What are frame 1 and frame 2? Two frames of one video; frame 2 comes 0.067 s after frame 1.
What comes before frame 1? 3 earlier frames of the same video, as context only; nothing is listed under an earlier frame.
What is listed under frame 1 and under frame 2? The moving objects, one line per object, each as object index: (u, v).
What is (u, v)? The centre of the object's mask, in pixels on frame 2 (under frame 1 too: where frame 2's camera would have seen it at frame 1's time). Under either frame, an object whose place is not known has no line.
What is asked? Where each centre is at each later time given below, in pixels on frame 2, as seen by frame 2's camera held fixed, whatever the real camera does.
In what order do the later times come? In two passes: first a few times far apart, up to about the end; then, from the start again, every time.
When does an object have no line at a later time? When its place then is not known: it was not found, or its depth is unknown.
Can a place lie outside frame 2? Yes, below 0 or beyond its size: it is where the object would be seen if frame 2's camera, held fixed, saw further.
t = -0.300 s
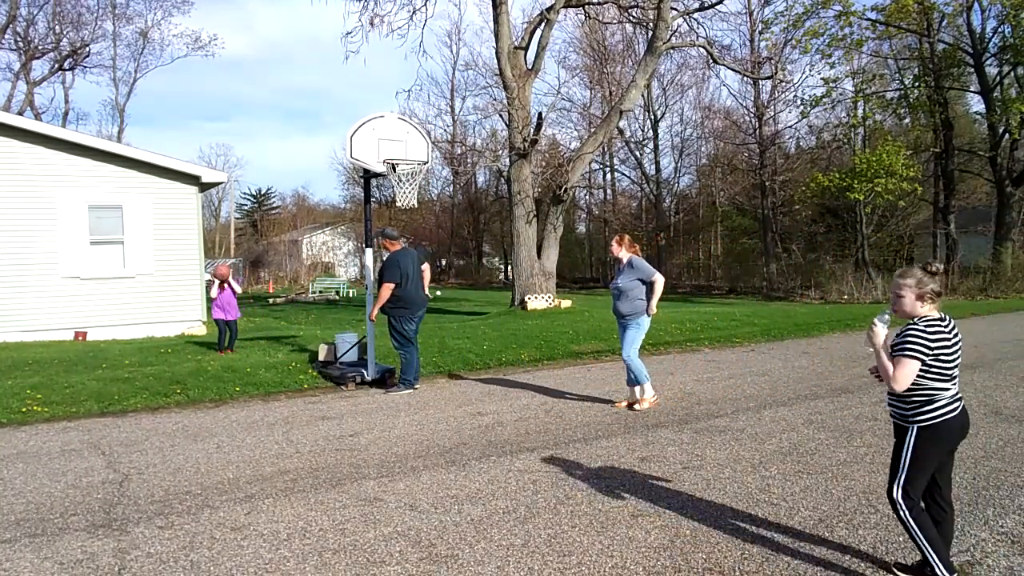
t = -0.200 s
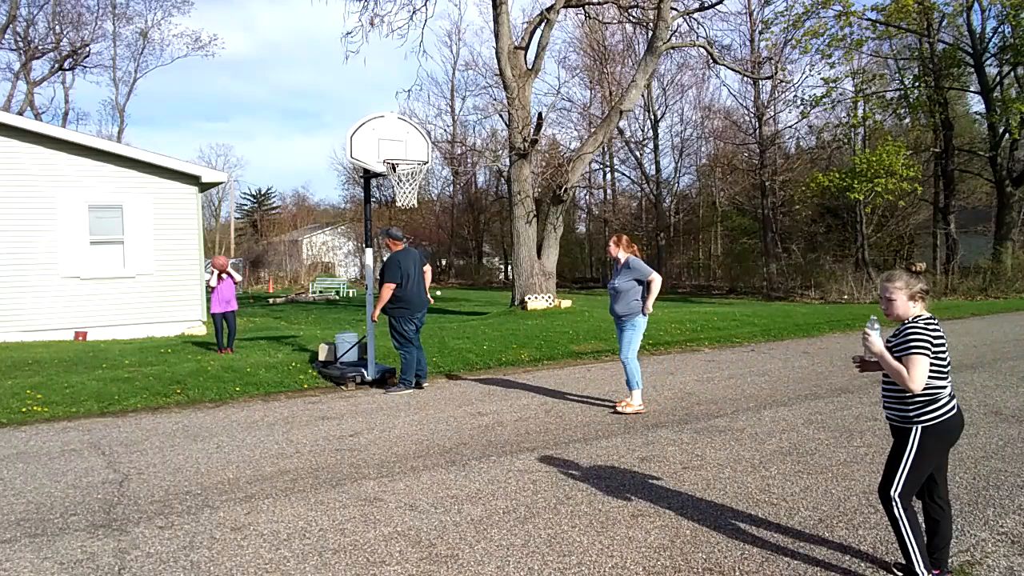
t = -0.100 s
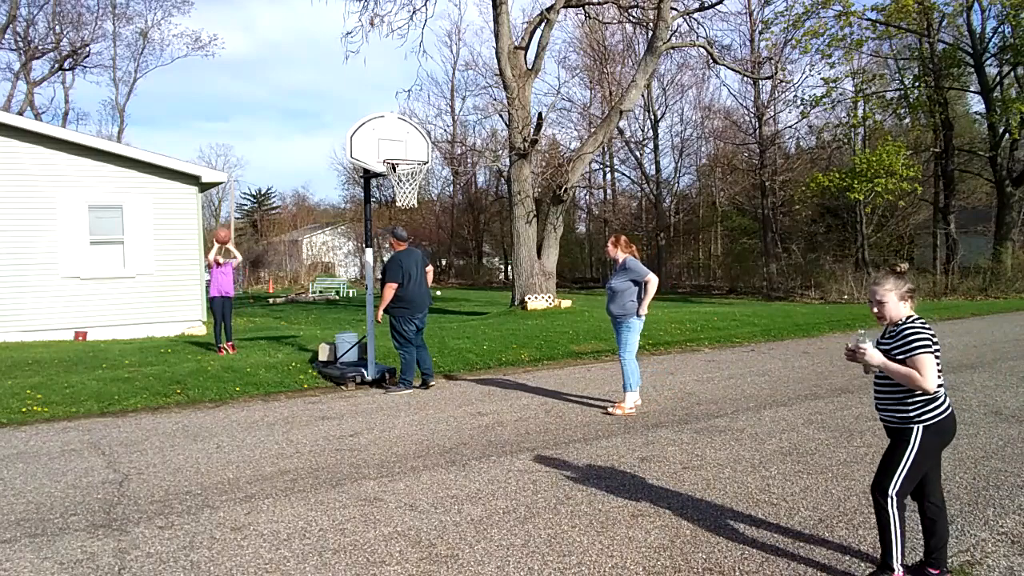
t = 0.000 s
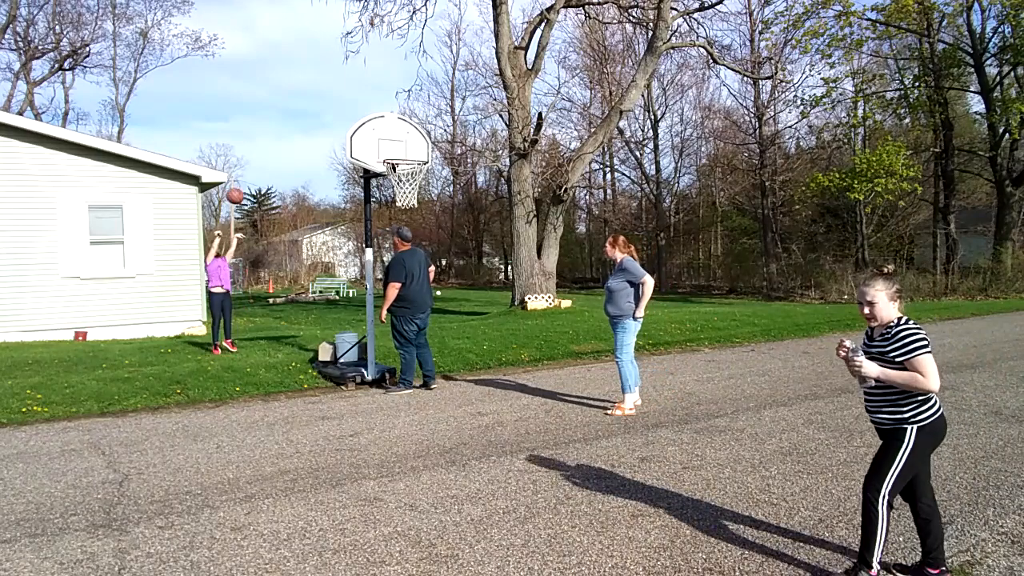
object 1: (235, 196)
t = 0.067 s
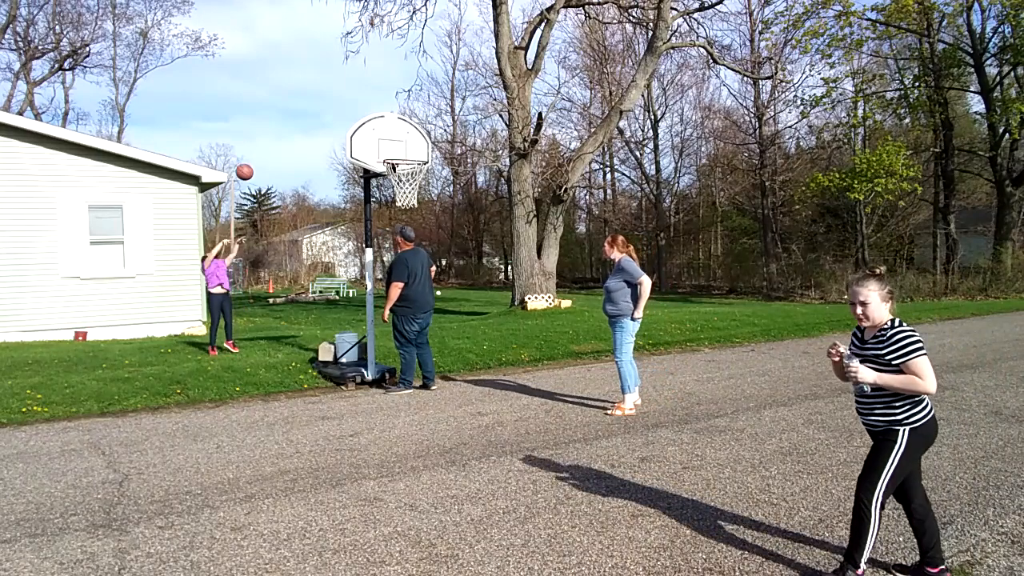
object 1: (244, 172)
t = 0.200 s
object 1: (264, 132)
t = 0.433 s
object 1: (301, 89)
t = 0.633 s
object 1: (337, 83)
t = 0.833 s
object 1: (375, 106)
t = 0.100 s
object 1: (249, 161)
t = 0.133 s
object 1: (254, 150)
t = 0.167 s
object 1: (259, 141)
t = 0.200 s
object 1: (264, 132)
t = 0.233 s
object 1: (269, 124)
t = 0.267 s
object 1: (274, 116)
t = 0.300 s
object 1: (279, 109)
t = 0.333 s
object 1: (285, 103)
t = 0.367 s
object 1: (290, 98)
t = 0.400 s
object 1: (296, 93)
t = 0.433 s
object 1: (301, 89)
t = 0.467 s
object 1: (307, 86)
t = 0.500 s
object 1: (313, 84)
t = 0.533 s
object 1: (319, 82)
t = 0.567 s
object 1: (325, 82)
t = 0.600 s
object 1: (331, 82)
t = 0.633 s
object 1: (337, 83)
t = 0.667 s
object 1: (343, 85)
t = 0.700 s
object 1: (349, 88)
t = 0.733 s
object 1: (356, 92)
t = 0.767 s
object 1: (362, 96)
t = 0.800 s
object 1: (369, 102)
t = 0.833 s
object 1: (375, 106)
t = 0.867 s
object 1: (382, 110)
